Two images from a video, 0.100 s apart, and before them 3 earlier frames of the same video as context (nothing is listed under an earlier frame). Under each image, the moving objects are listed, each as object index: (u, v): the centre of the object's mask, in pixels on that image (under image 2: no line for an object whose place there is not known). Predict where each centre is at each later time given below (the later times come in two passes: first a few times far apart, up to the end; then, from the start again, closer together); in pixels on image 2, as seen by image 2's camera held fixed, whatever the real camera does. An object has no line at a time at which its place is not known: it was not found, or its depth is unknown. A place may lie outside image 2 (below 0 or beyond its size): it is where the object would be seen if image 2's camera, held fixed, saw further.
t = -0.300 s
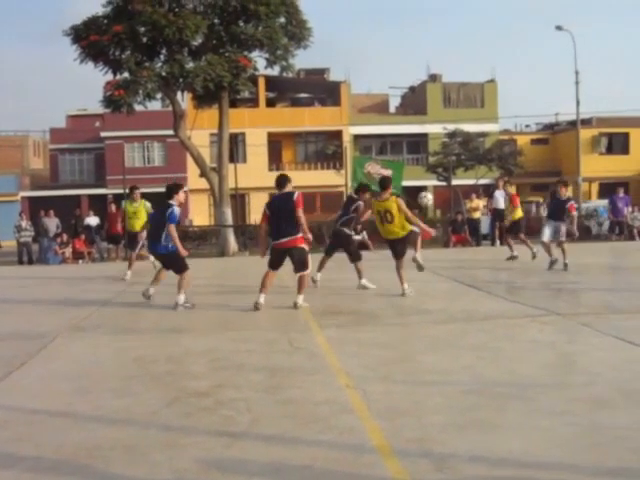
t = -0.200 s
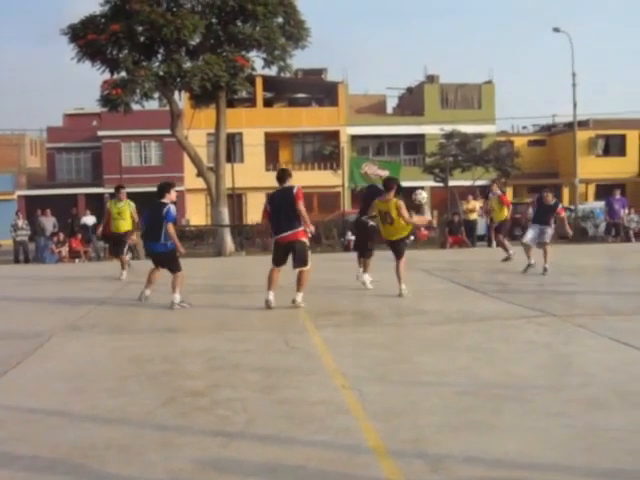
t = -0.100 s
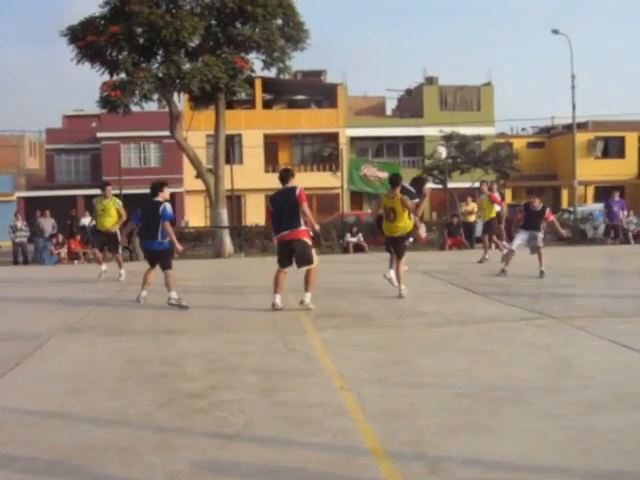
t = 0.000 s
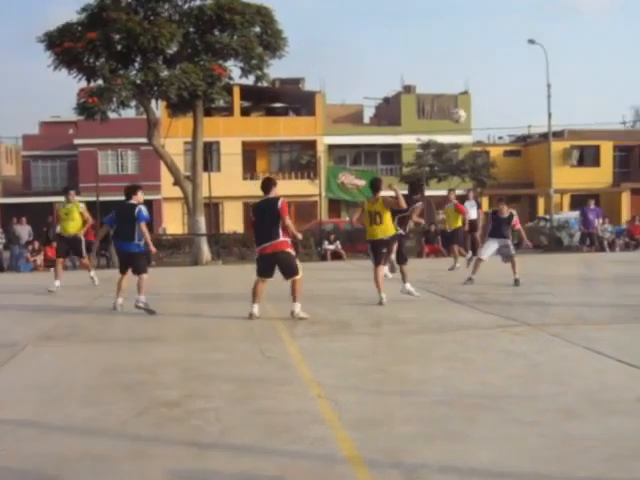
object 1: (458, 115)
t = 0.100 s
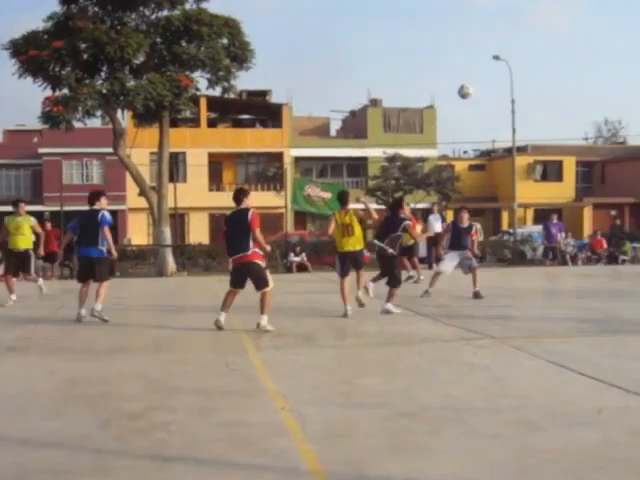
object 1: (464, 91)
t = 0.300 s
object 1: (548, 31)
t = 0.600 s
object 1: (679, -8)
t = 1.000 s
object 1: (872, 37)
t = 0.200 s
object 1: (505, 58)
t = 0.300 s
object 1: (548, 31)
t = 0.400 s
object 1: (591, 12)
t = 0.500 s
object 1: (634, -1)
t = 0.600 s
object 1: (679, -8)
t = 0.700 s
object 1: (723, -6)
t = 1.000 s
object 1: (872, 37)
